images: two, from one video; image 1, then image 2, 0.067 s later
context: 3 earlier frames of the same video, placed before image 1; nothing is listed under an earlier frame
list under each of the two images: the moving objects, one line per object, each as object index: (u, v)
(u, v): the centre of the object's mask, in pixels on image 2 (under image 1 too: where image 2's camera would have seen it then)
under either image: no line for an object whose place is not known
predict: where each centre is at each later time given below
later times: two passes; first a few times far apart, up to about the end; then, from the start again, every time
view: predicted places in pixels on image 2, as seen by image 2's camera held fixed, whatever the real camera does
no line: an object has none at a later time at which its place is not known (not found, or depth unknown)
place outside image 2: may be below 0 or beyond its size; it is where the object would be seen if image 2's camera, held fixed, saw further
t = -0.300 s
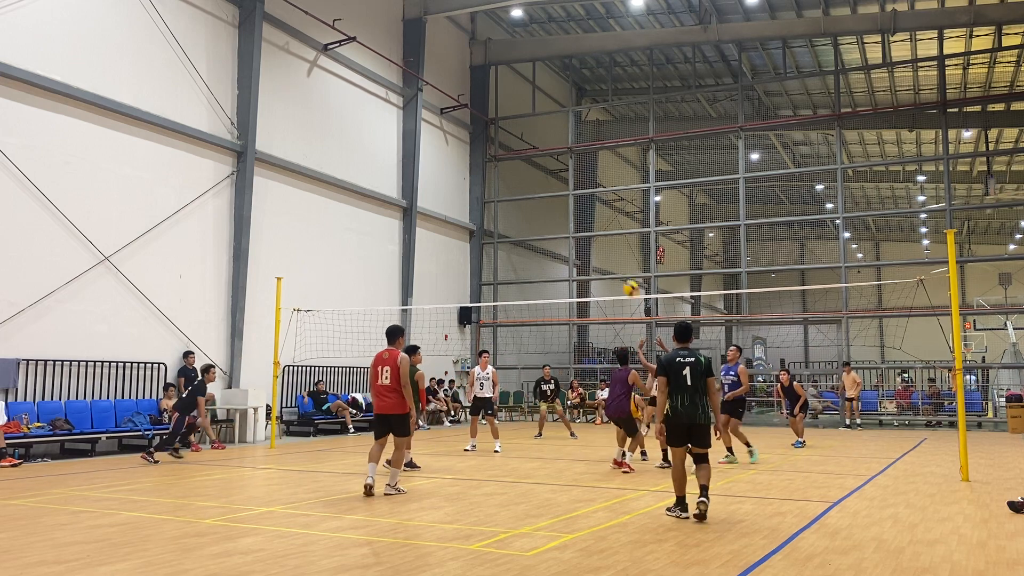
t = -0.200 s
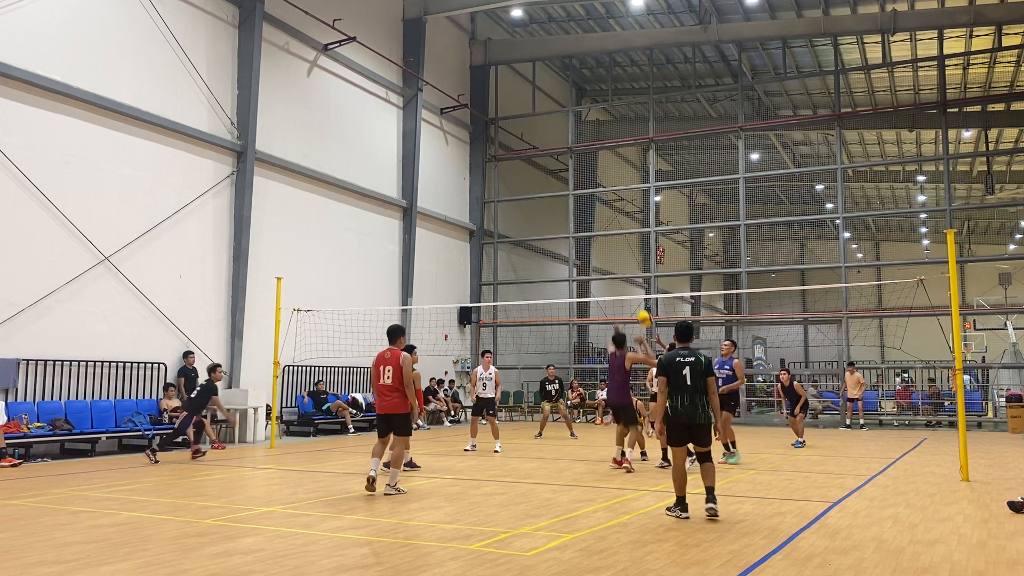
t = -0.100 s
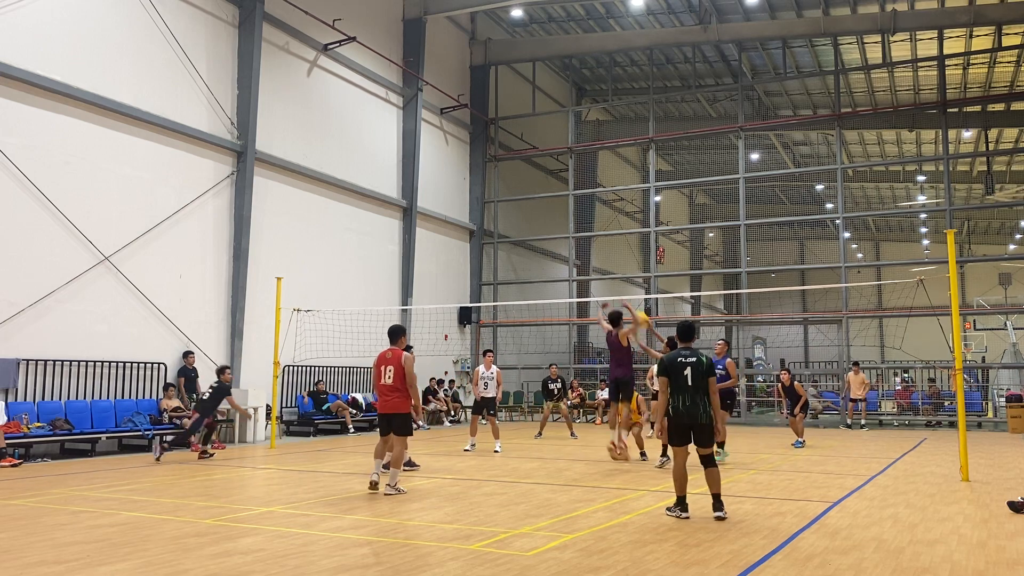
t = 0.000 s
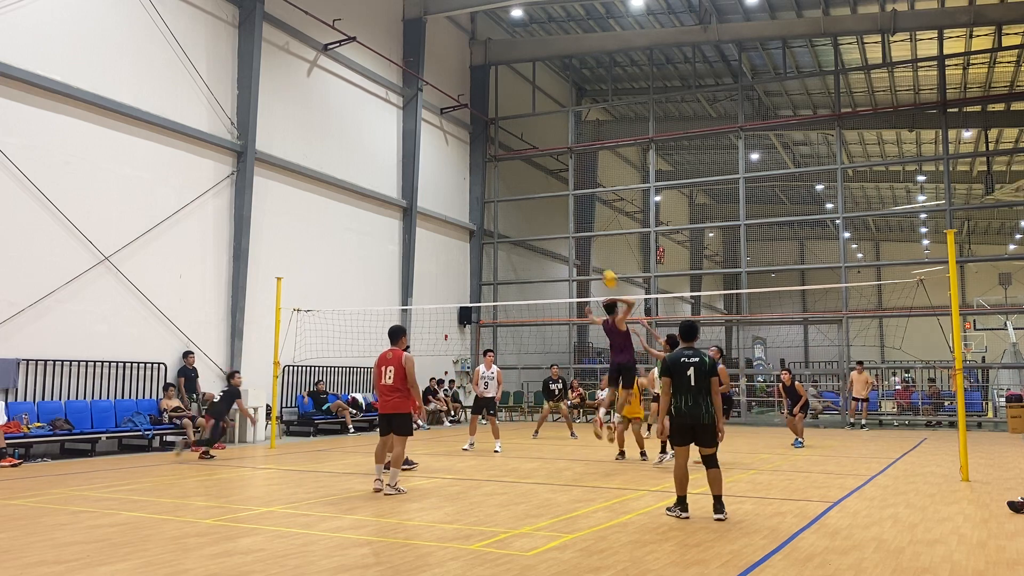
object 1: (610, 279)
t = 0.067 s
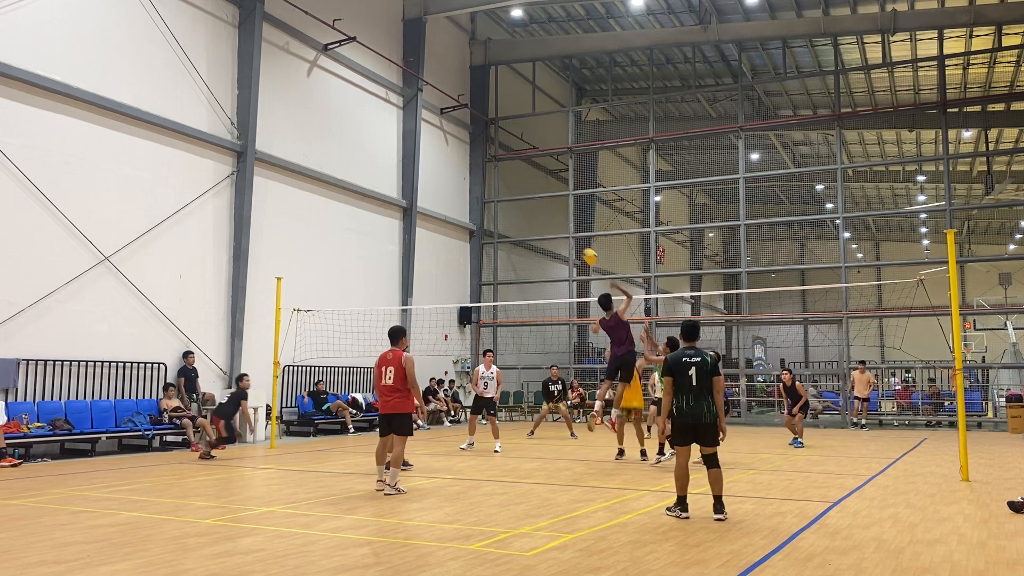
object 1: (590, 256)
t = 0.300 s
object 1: (526, 209)
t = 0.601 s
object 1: (453, 202)
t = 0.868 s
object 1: (393, 242)
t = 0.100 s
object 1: (580, 247)
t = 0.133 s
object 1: (571, 239)
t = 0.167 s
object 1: (561, 231)
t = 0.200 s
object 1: (552, 224)
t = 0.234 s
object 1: (543, 218)
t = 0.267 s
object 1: (535, 213)
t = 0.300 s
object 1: (526, 209)
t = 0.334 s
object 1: (517, 205)
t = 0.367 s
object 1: (509, 202)
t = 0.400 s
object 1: (500, 200)
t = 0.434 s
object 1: (492, 198)
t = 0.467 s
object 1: (484, 198)
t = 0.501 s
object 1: (476, 198)
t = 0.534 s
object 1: (468, 198)
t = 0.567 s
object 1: (460, 200)
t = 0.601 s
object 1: (453, 202)
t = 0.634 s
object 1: (445, 205)
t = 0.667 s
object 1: (437, 208)
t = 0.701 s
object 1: (430, 212)
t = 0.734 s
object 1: (422, 217)
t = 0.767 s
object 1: (414, 223)
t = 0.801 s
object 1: (408, 228)
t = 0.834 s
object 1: (400, 234)
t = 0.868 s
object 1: (393, 242)
